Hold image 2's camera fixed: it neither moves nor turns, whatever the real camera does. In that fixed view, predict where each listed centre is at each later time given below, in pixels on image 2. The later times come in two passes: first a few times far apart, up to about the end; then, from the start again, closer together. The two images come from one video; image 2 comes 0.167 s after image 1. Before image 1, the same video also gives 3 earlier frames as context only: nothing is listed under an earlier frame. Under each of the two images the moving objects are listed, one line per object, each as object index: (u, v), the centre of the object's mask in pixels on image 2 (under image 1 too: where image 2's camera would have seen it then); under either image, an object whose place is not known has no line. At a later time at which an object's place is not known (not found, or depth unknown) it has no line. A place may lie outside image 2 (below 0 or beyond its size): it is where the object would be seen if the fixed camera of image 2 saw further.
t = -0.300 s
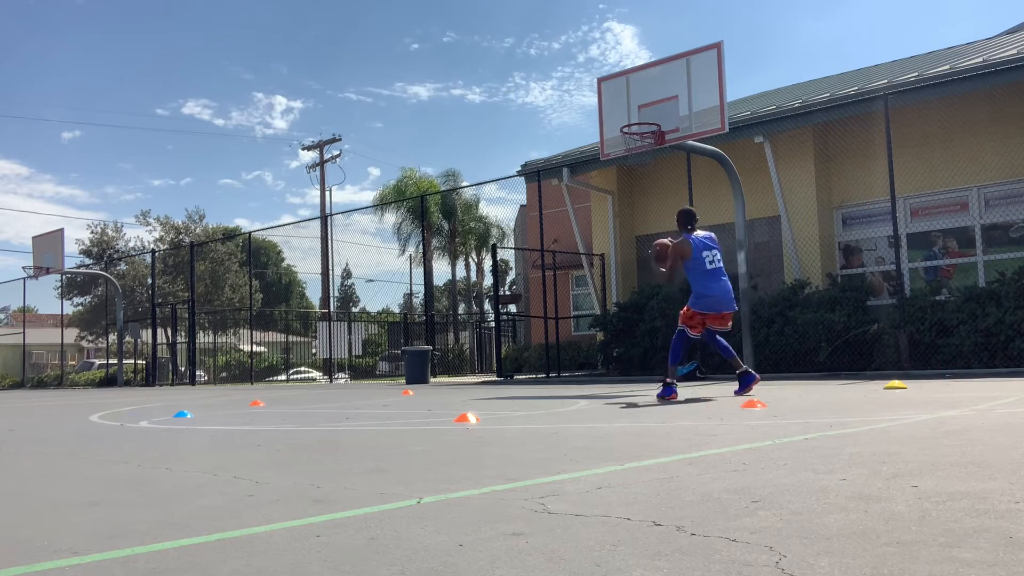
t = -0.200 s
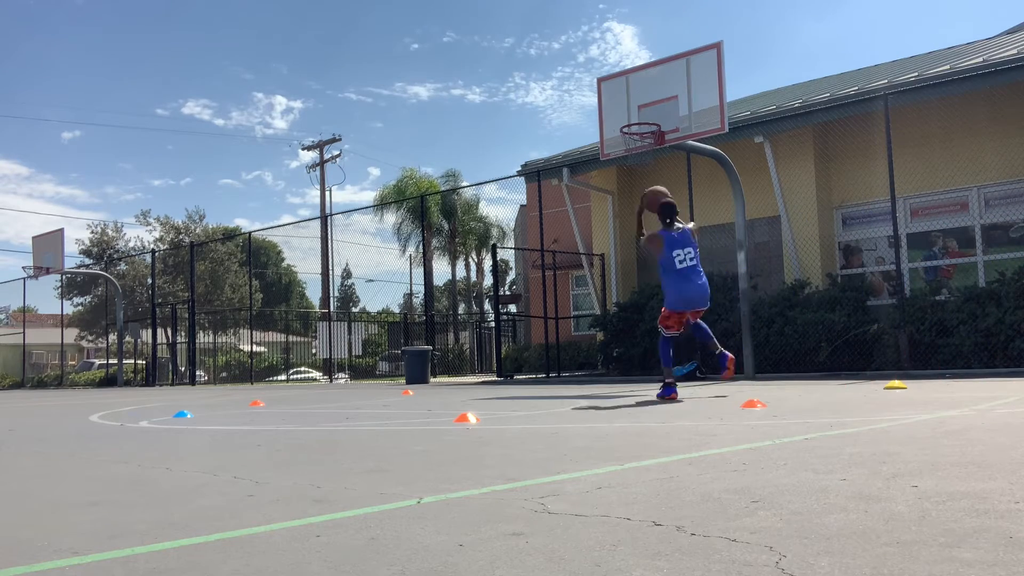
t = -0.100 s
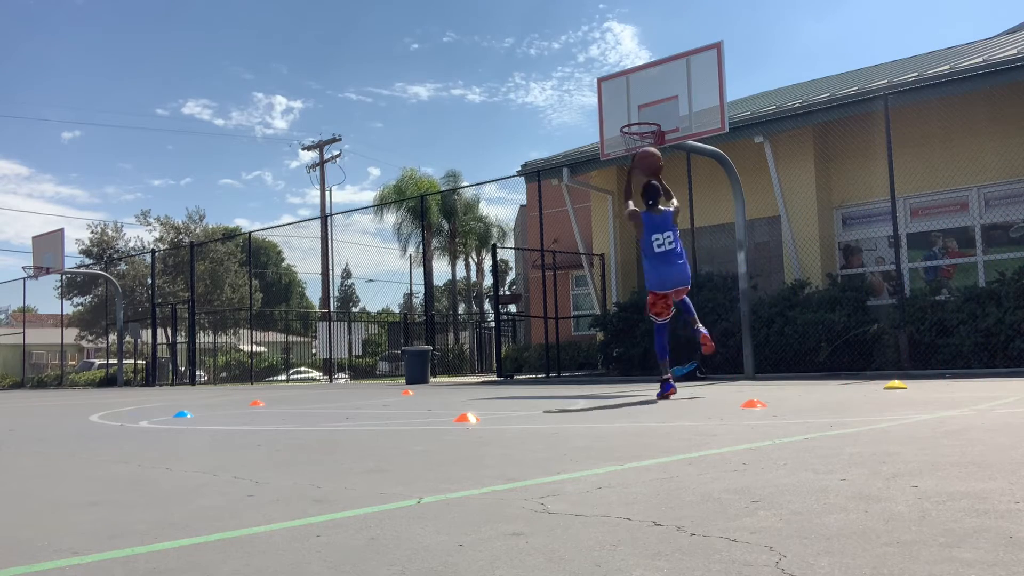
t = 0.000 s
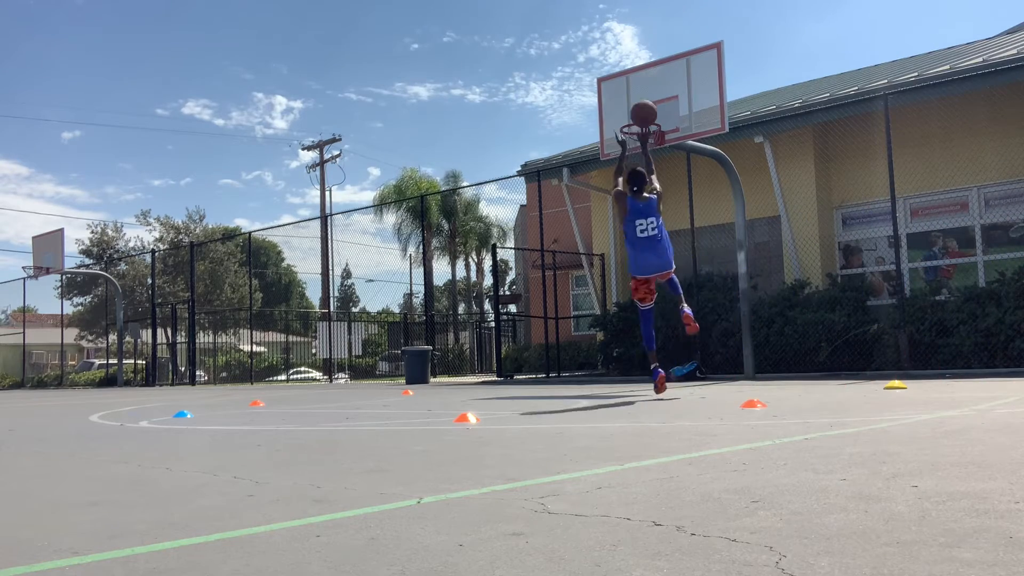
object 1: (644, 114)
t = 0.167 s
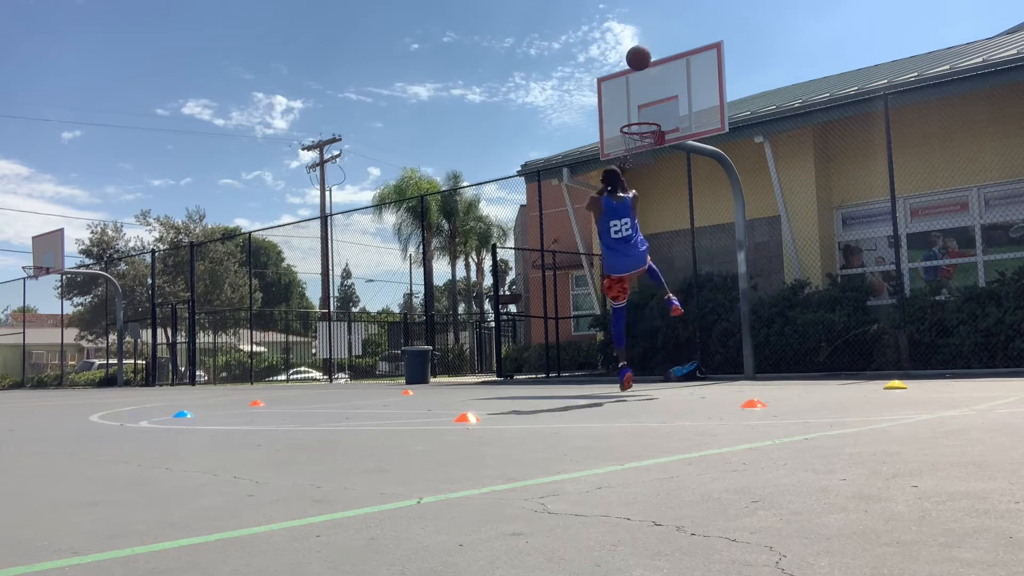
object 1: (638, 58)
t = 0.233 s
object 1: (637, 46)
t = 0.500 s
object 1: (632, 42)
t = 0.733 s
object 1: (630, 88)
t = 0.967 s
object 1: (652, 145)
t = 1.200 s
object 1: (643, 184)
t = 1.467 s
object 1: (633, 281)
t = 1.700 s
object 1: (623, 357)
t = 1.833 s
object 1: (608, 297)
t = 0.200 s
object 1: (637, 51)
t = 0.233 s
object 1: (637, 46)
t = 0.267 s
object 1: (636, 41)
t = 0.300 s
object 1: (636, 38)
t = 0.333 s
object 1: (635, 36)
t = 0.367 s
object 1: (634, 36)
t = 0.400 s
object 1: (634, 36)
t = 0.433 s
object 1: (633, 37)
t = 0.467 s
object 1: (632, 39)
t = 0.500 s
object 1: (632, 42)
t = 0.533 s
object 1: (631, 46)
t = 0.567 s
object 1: (631, 51)
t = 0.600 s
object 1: (631, 57)
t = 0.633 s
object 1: (630, 63)
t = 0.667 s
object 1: (630, 71)
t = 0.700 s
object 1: (630, 79)
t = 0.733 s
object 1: (630, 88)
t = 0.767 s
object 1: (630, 97)
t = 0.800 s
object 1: (630, 107)
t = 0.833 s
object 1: (630, 118)
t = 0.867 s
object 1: (631, 128)
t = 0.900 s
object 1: (639, 134)
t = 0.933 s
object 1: (648, 142)
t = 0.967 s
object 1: (652, 145)
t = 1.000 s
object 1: (650, 149)
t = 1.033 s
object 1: (649, 154)
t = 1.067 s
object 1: (649, 157)
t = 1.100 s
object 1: (645, 163)
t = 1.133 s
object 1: (646, 168)
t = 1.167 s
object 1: (644, 174)
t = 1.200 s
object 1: (643, 184)
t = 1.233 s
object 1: (641, 194)
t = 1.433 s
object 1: (634, 264)
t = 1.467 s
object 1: (633, 281)
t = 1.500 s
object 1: (632, 297)
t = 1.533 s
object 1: (632, 314)
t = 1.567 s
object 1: (631, 333)
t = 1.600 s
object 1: (630, 352)
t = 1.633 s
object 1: (629, 372)
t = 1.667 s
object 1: (627, 373)
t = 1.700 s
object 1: (623, 357)
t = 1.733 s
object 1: (619, 340)
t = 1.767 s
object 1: (615, 324)
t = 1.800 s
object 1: (612, 309)
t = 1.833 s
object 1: (608, 297)
